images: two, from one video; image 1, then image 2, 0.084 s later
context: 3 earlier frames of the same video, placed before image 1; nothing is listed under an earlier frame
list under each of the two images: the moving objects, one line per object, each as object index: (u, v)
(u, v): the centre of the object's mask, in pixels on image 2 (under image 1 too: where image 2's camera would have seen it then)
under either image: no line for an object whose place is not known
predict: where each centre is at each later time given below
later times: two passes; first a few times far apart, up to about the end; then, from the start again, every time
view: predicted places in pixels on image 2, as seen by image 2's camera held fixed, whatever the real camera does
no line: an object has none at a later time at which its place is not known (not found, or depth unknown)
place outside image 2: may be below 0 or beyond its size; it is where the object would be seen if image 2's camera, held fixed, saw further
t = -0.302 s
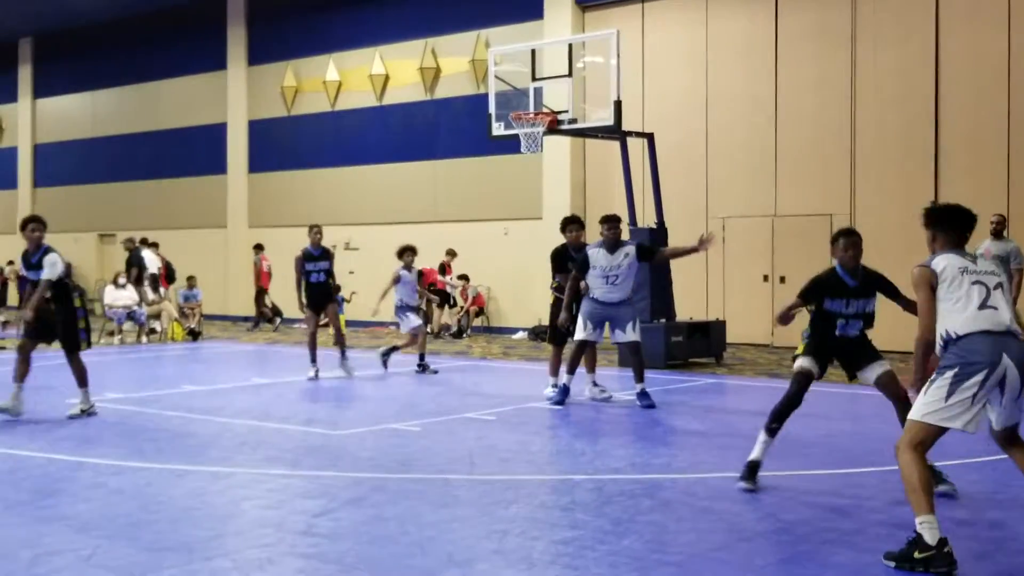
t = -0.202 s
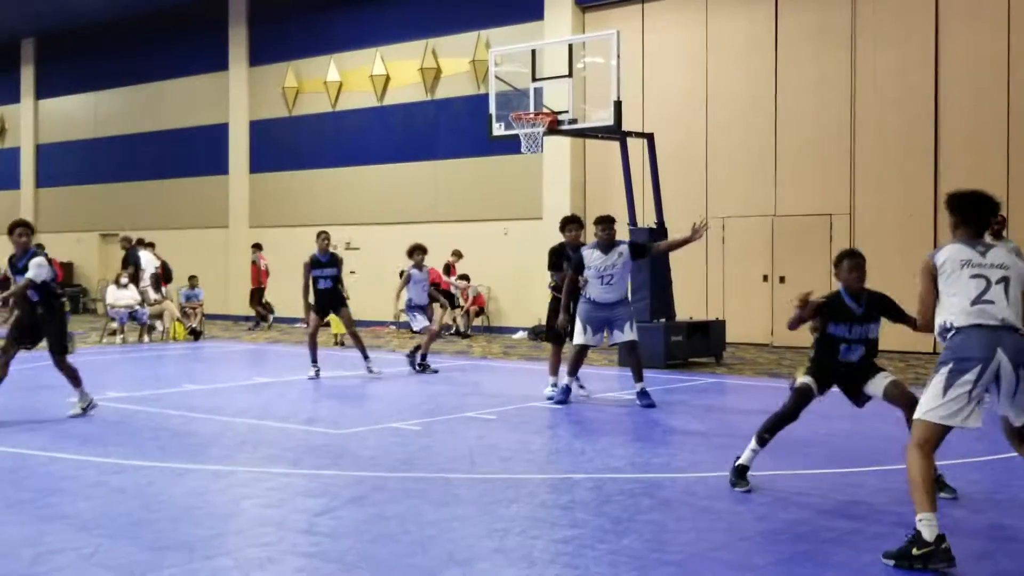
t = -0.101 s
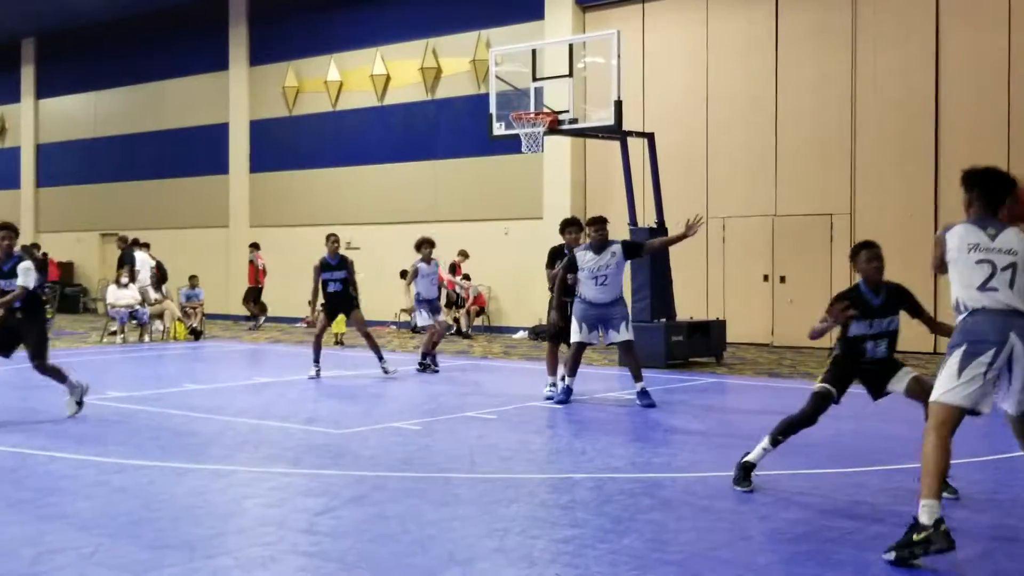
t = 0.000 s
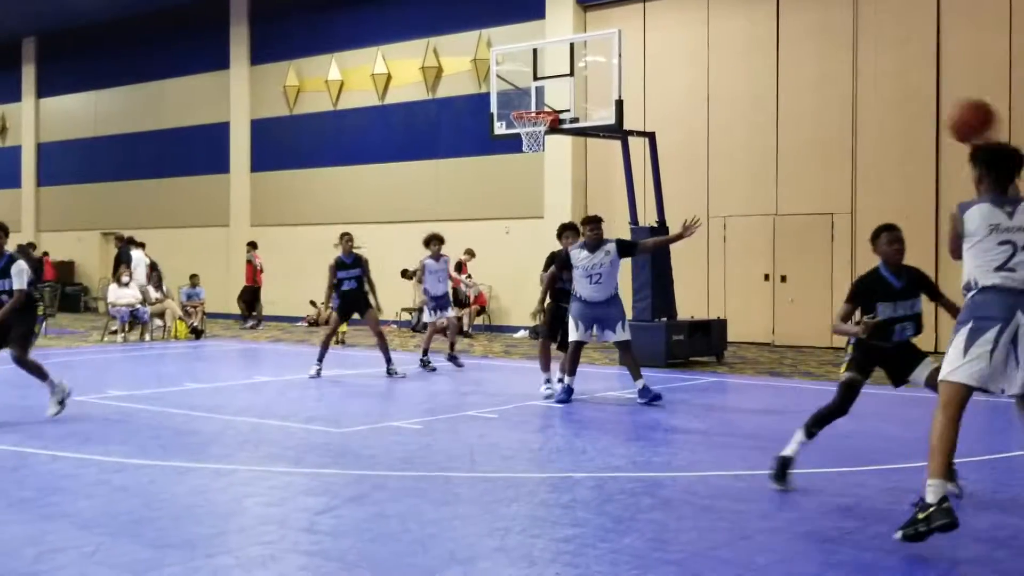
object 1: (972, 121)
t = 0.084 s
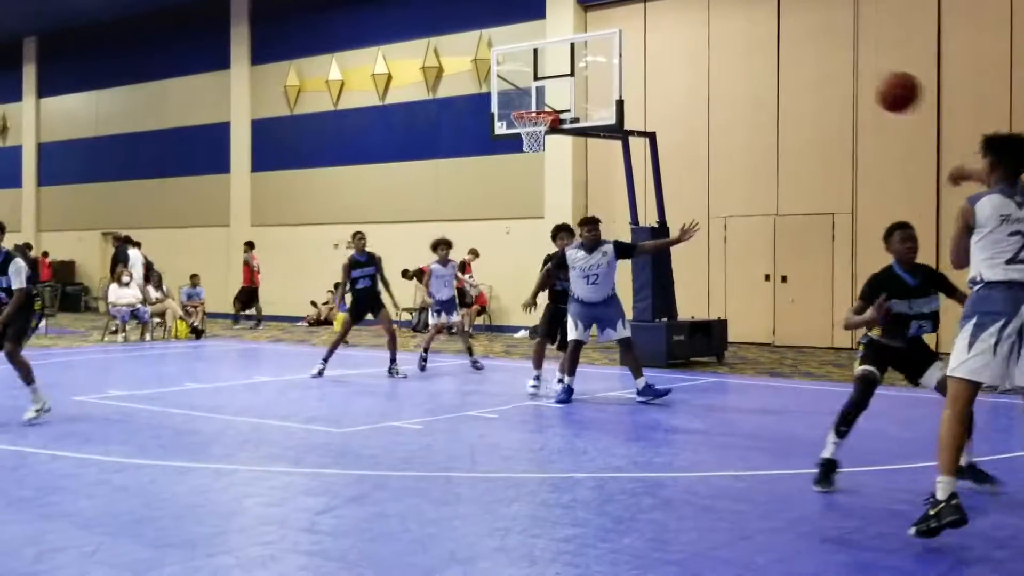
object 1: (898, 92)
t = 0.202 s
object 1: (814, 76)
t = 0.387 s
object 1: (714, 91)
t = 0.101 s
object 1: (885, 88)
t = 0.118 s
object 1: (872, 85)
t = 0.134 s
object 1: (859, 82)
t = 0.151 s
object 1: (848, 80)
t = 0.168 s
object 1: (835, 78)
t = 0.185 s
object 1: (825, 77)
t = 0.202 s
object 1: (814, 76)
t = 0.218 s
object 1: (803, 76)
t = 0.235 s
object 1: (793, 76)
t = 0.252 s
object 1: (783, 76)
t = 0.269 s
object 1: (774, 77)
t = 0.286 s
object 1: (765, 78)
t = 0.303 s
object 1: (755, 79)
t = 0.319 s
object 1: (747, 81)
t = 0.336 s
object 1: (738, 83)
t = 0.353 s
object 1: (729, 86)
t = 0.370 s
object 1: (722, 88)
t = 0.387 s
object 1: (714, 91)
